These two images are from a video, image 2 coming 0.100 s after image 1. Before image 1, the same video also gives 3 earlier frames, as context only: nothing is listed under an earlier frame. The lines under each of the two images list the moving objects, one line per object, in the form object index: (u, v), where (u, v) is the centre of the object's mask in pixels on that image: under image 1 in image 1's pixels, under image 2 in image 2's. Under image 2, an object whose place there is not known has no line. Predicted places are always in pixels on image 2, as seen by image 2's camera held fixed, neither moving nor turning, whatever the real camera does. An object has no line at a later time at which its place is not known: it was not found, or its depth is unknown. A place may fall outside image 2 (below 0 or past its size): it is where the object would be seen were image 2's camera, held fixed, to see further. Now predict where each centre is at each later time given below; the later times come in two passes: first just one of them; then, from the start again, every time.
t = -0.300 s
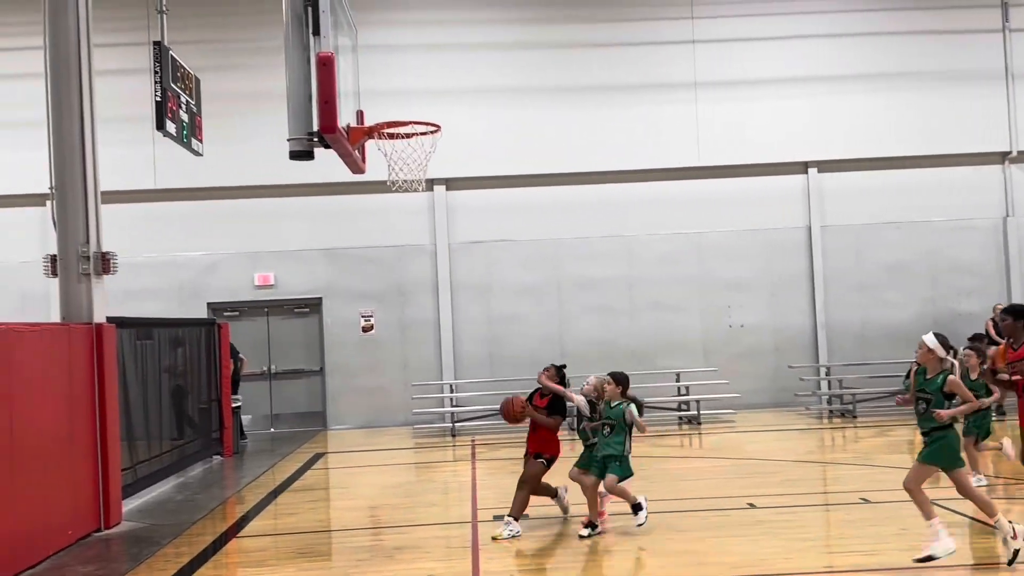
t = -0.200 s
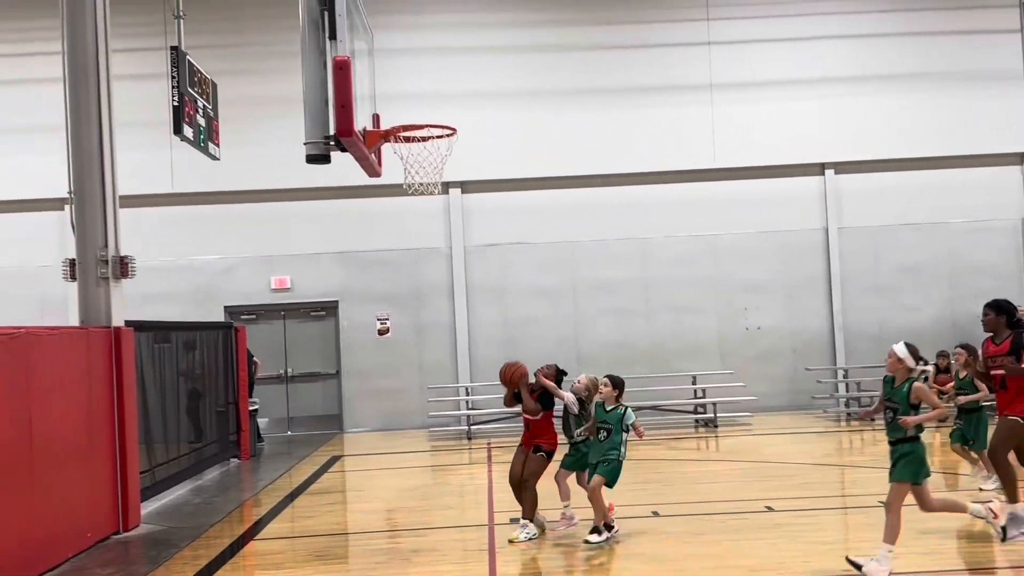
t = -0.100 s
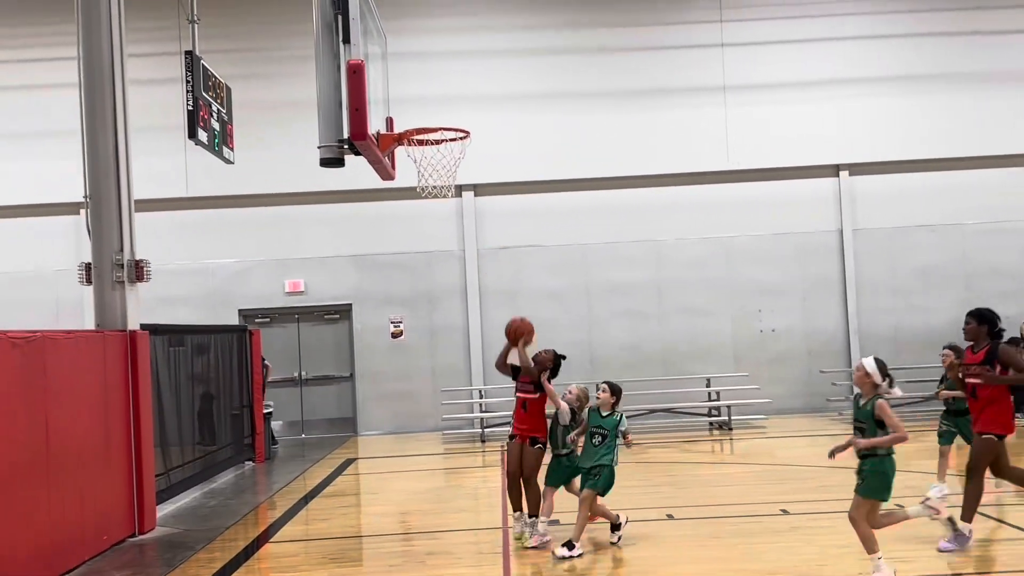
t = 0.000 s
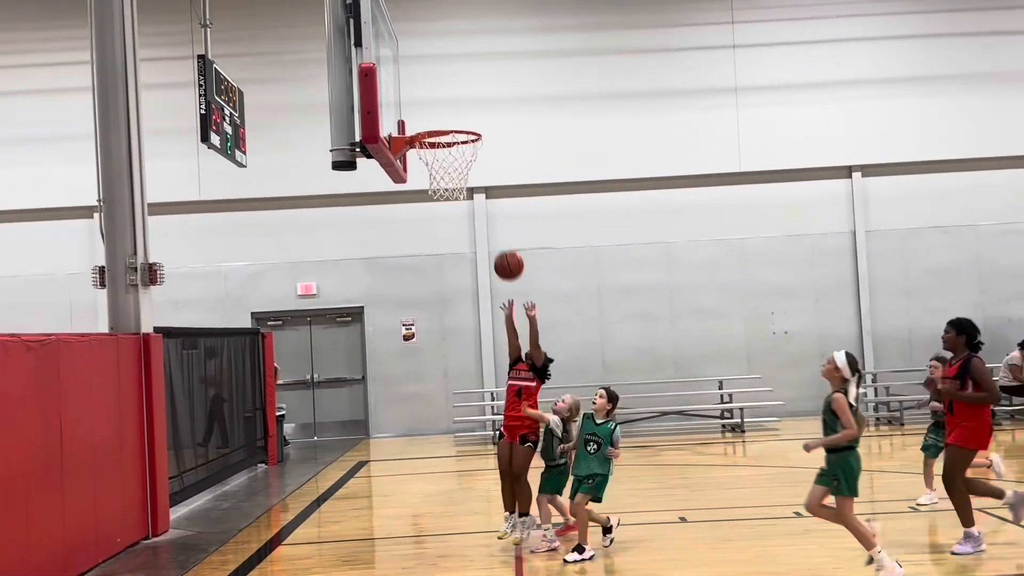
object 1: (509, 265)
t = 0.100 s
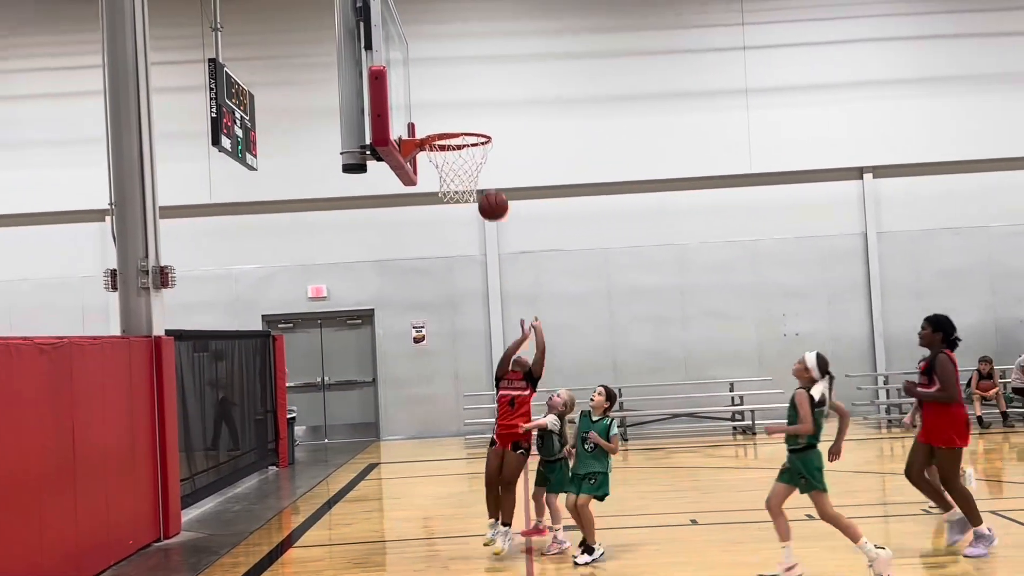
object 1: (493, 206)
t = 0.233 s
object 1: (458, 139)
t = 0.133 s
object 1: (487, 188)
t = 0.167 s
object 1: (476, 170)
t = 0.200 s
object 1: (466, 154)
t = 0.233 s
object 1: (458, 139)
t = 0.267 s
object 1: (448, 122)
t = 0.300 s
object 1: (438, 115)
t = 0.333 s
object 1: (429, 104)
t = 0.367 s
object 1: (420, 95)
